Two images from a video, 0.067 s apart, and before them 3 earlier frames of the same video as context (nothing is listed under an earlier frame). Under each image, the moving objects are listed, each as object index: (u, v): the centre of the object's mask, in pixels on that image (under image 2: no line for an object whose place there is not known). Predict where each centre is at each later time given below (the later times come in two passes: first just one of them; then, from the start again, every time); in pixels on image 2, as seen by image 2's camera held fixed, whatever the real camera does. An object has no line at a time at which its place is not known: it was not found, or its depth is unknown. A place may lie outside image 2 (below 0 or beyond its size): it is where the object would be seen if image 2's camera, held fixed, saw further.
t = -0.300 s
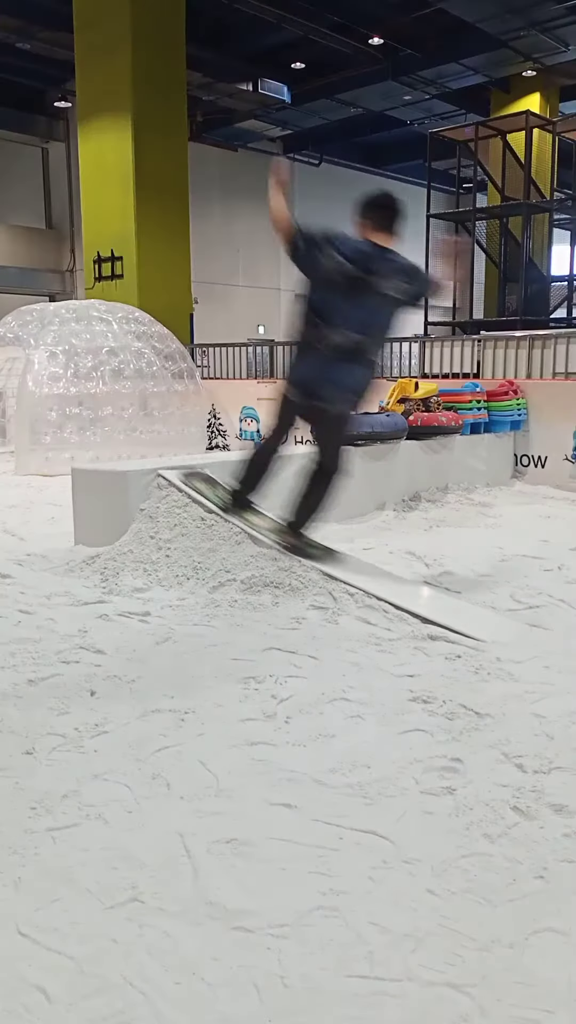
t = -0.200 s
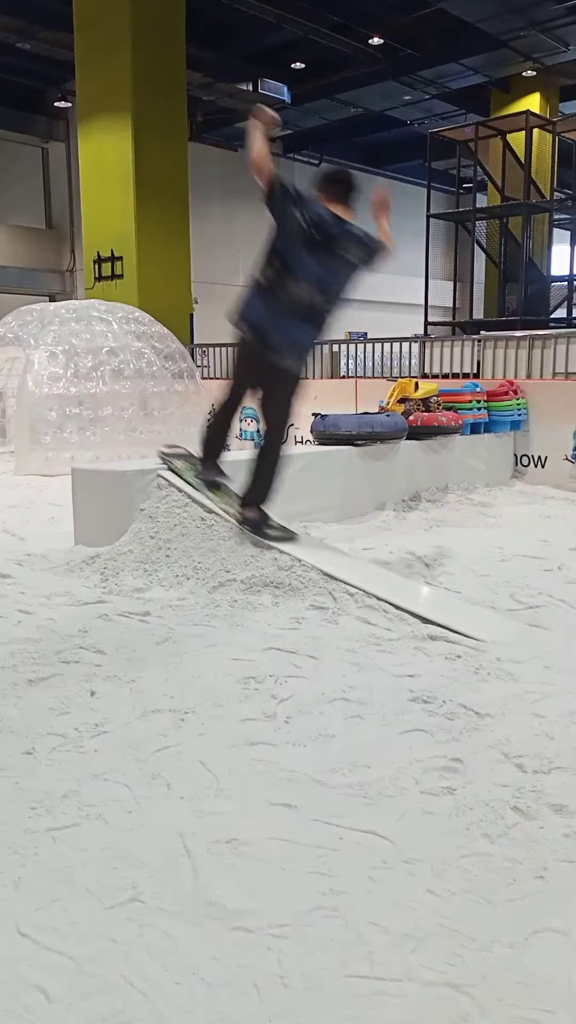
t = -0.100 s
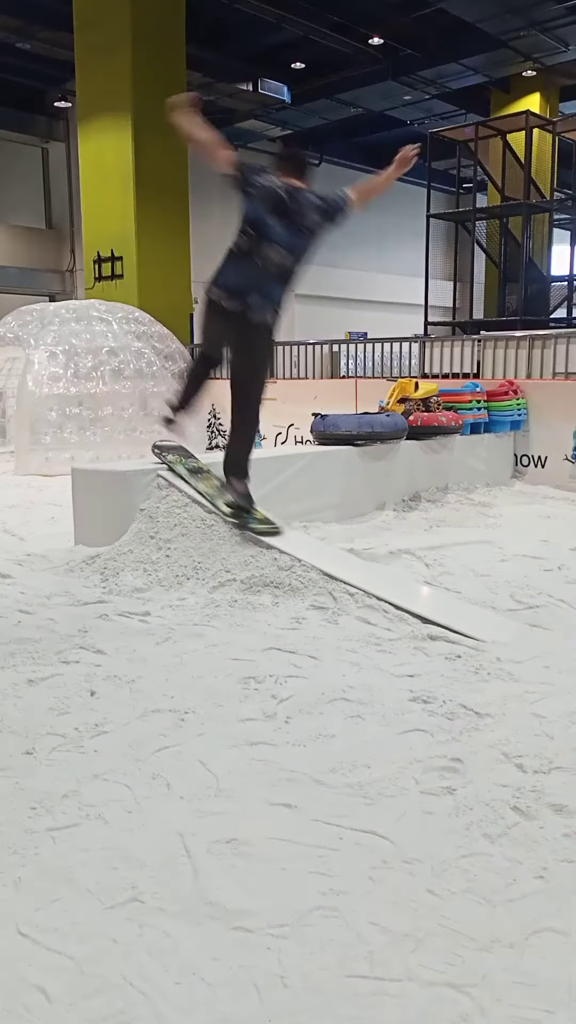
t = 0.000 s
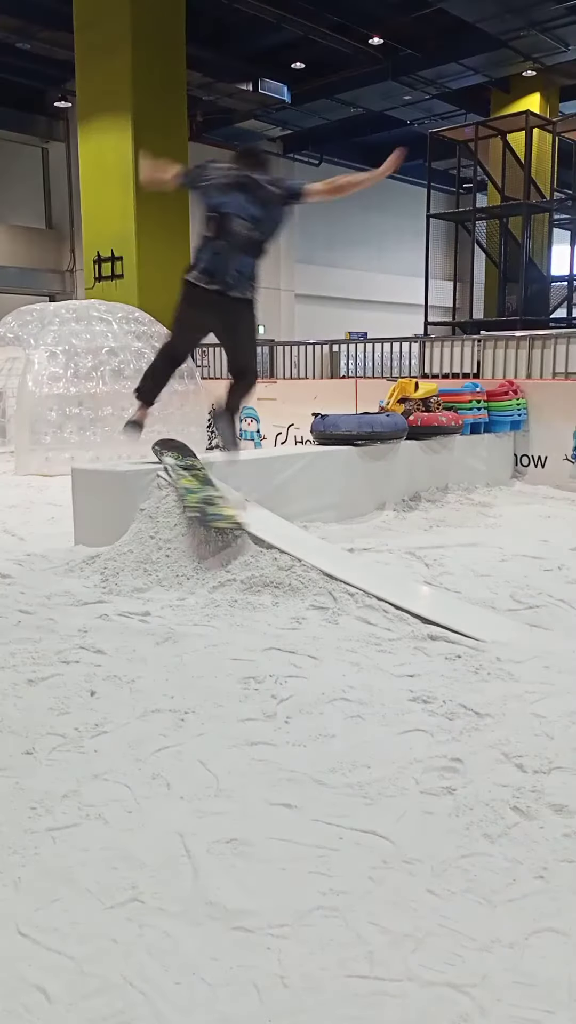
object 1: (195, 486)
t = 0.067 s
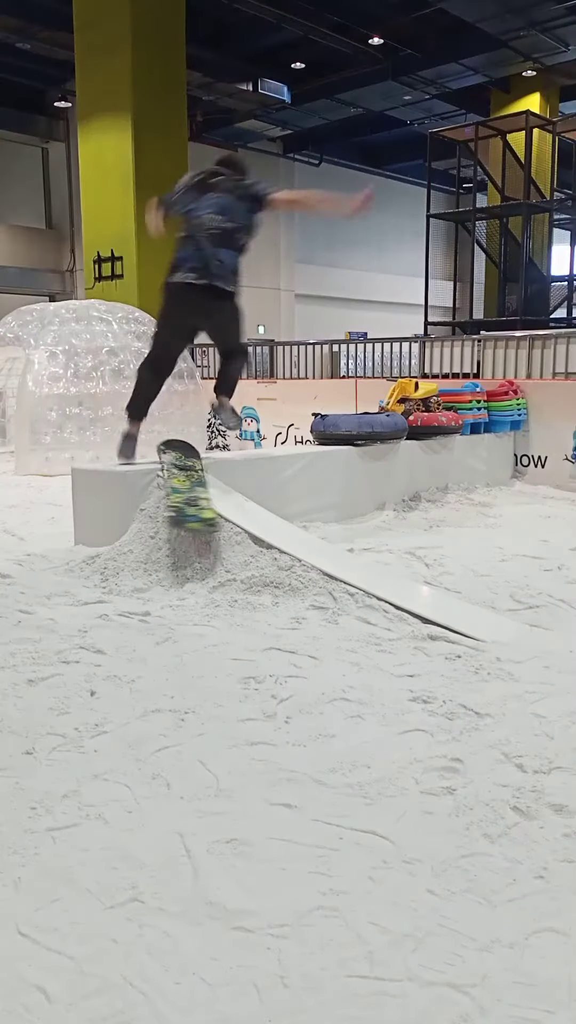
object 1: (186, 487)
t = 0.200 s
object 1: (171, 494)
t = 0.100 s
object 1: (181, 489)
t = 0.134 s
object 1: (178, 489)
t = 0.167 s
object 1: (174, 491)
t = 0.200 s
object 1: (171, 494)
